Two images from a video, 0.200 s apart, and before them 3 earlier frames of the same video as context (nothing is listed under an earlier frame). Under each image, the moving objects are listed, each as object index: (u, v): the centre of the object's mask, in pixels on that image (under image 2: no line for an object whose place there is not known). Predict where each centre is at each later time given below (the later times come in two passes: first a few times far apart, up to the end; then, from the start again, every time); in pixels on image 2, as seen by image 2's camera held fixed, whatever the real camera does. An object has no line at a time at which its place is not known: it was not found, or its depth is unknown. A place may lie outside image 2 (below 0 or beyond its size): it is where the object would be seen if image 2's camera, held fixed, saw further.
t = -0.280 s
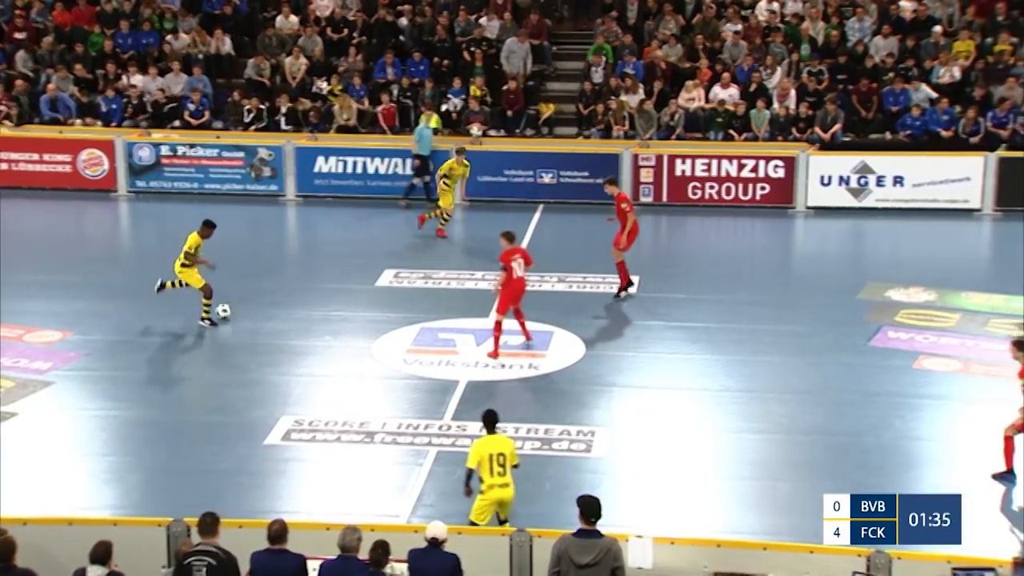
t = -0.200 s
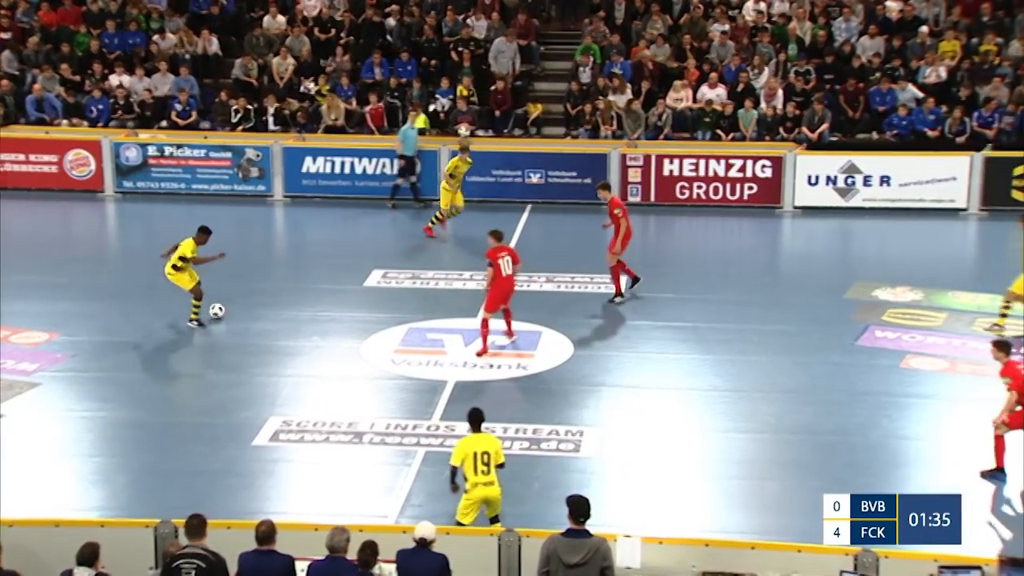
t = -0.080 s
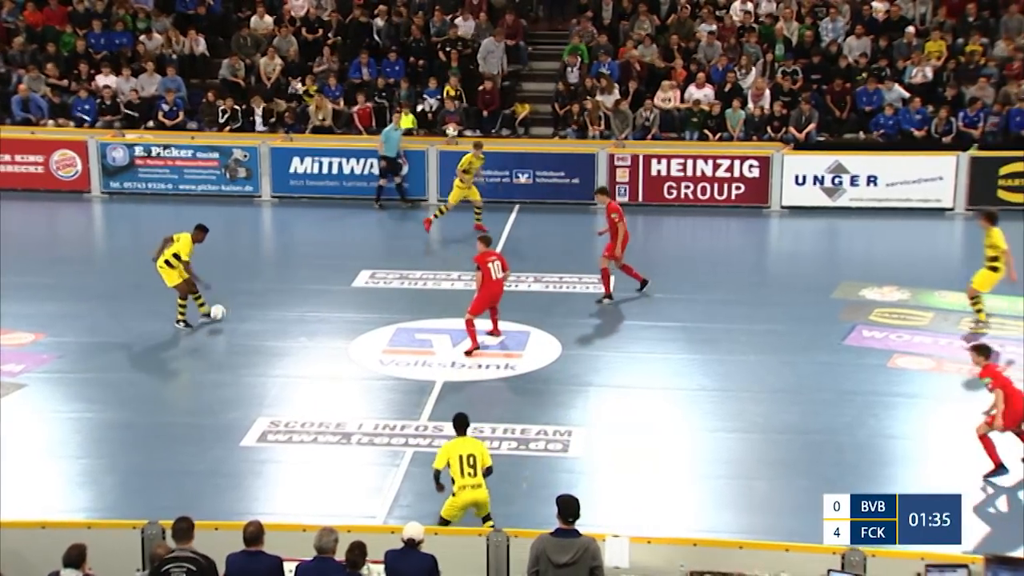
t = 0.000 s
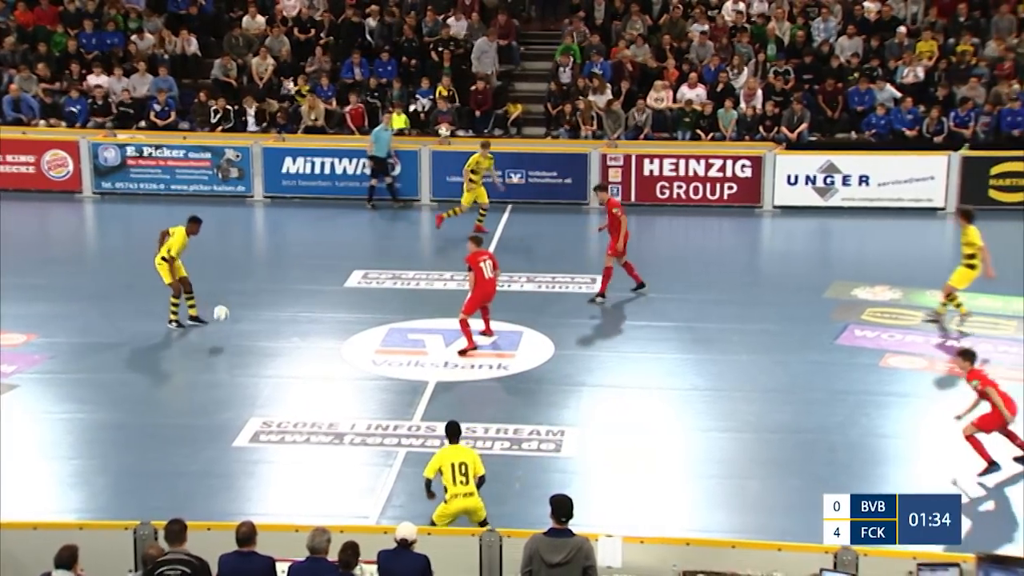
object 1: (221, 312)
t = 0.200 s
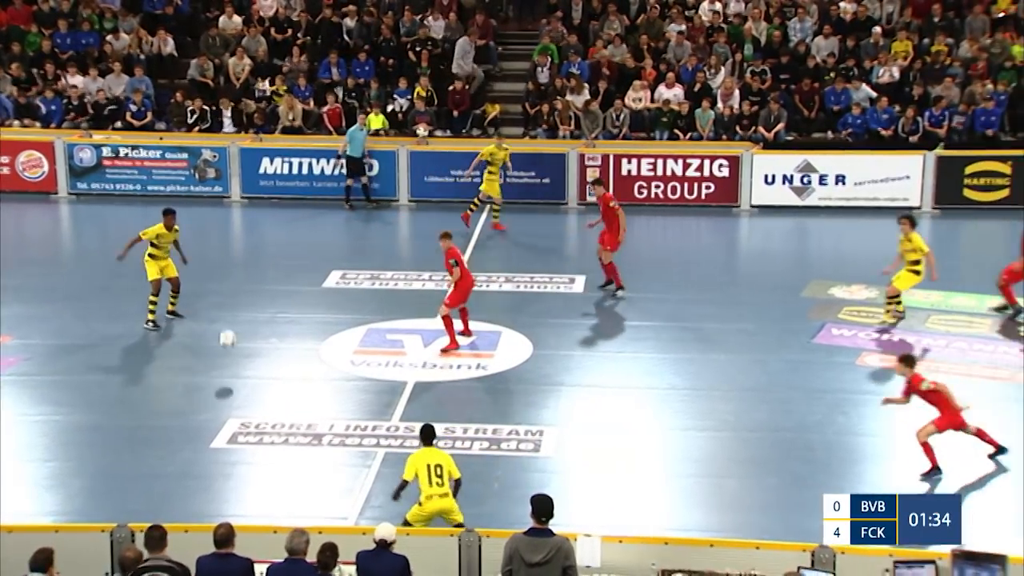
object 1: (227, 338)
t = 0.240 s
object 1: (233, 346)
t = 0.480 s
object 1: (274, 404)
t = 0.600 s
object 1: (295, 415)
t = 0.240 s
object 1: (233, 346)
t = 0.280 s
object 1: (239, 357)
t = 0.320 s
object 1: (246, 369)
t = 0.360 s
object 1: (253, 384)
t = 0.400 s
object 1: (260, 397)
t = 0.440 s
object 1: (268, 403)
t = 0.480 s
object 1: (274, 404)
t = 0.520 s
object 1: (282, 407)
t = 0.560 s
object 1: (288, 411)
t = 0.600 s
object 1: (295, 415)
